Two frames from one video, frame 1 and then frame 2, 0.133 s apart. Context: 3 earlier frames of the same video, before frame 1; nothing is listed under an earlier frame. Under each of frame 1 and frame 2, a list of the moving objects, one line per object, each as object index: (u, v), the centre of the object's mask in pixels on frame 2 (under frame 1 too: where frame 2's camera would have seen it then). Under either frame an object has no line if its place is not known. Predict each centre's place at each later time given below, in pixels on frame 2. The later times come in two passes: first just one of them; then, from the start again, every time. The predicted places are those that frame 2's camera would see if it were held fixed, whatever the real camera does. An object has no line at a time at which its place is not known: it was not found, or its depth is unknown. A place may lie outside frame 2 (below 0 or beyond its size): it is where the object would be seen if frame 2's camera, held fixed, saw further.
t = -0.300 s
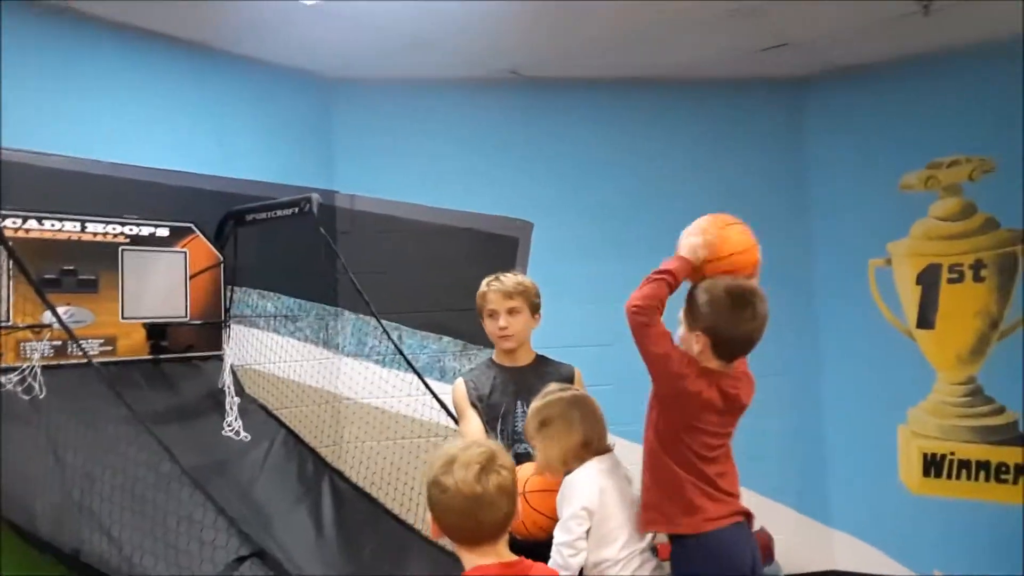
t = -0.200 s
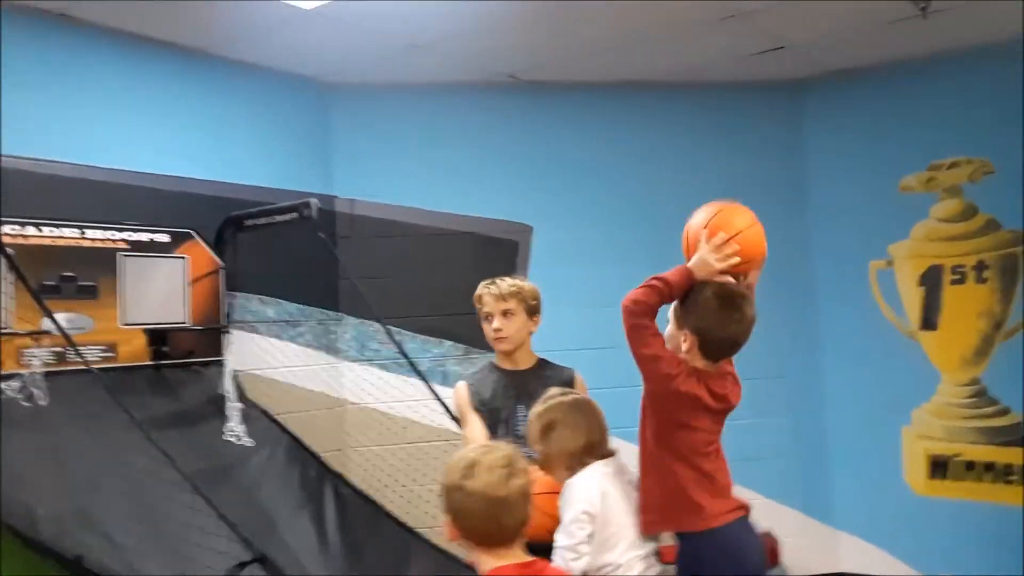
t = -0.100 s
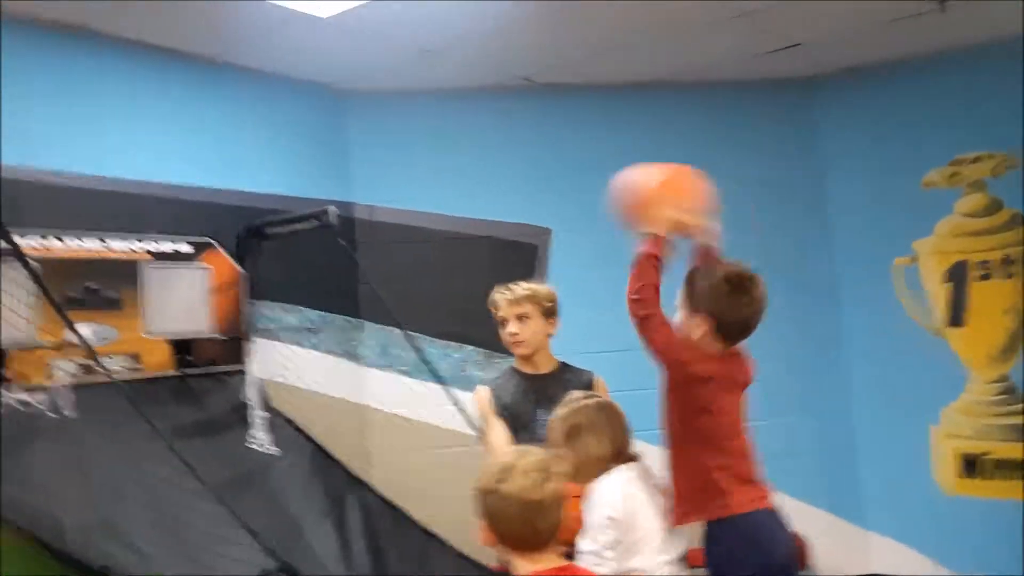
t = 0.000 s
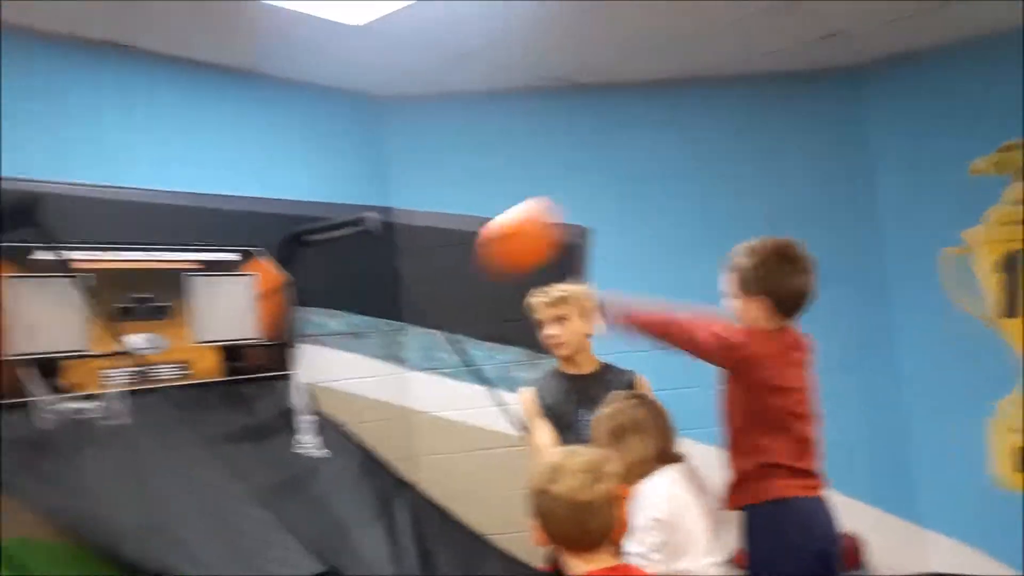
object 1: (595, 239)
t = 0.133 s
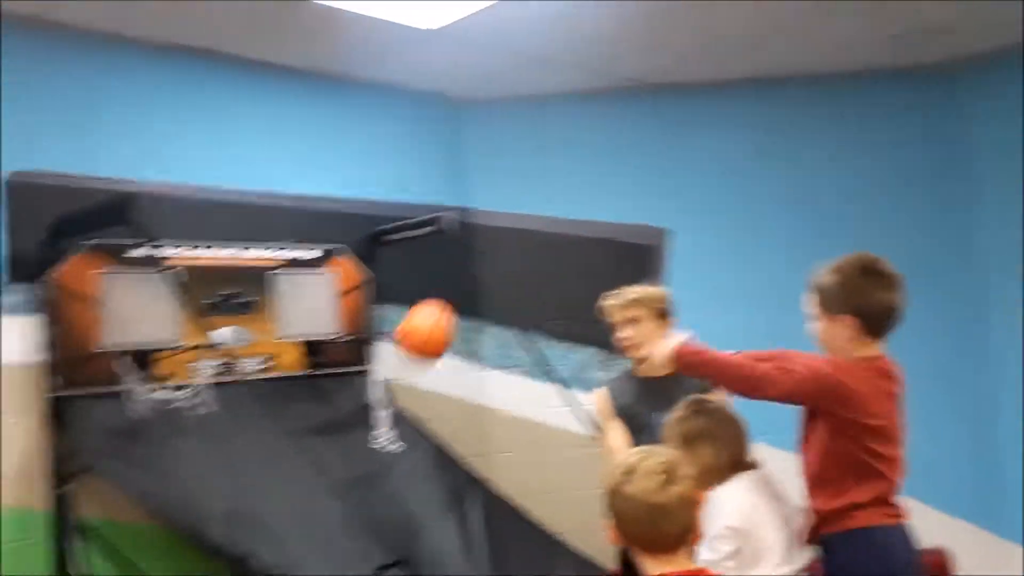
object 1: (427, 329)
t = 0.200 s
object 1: (359, 392)
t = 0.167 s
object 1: (395, 359)
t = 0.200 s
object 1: (359, 392)
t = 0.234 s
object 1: (335, 422)
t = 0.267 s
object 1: (316, 445)
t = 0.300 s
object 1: (310, 448)
